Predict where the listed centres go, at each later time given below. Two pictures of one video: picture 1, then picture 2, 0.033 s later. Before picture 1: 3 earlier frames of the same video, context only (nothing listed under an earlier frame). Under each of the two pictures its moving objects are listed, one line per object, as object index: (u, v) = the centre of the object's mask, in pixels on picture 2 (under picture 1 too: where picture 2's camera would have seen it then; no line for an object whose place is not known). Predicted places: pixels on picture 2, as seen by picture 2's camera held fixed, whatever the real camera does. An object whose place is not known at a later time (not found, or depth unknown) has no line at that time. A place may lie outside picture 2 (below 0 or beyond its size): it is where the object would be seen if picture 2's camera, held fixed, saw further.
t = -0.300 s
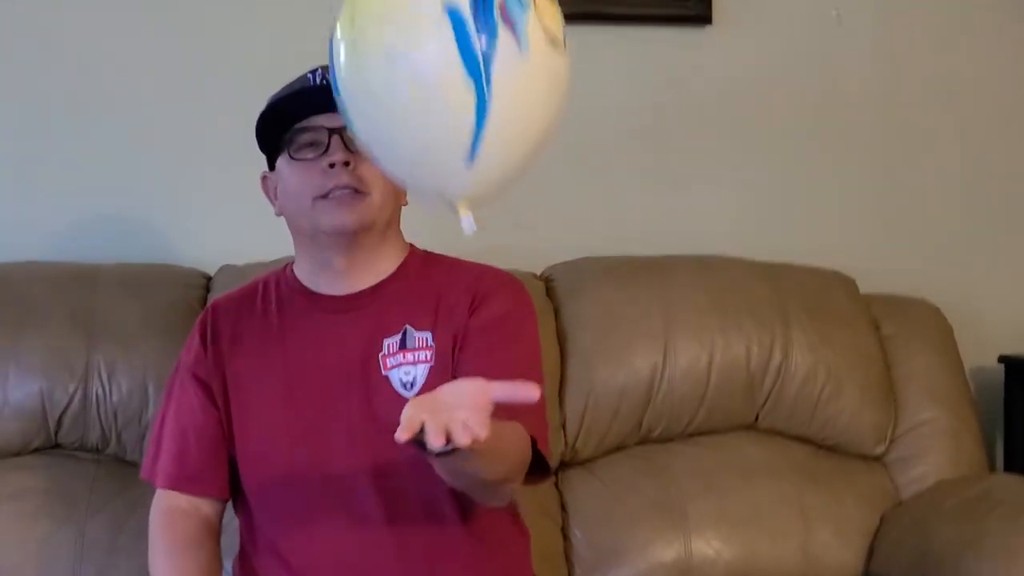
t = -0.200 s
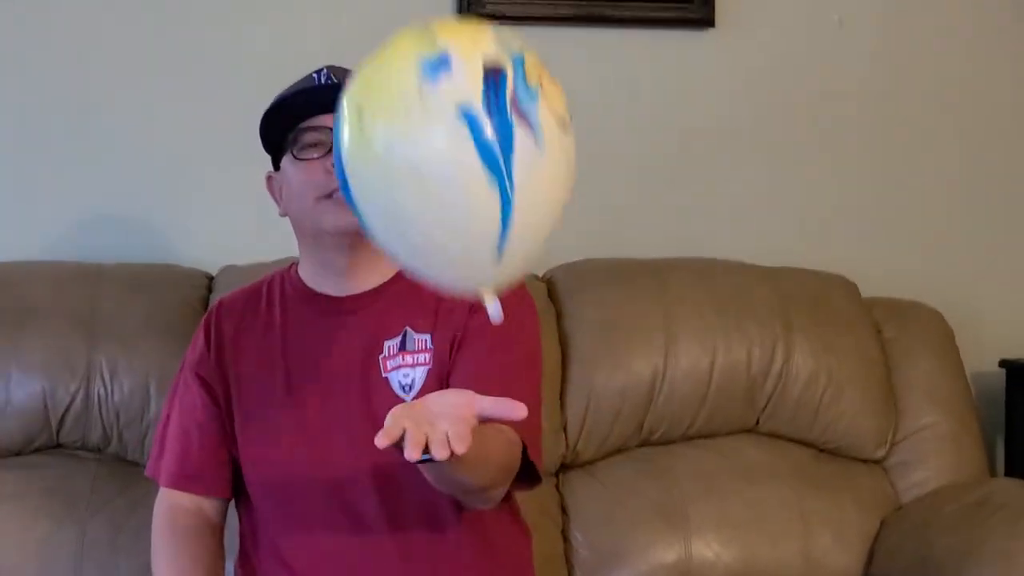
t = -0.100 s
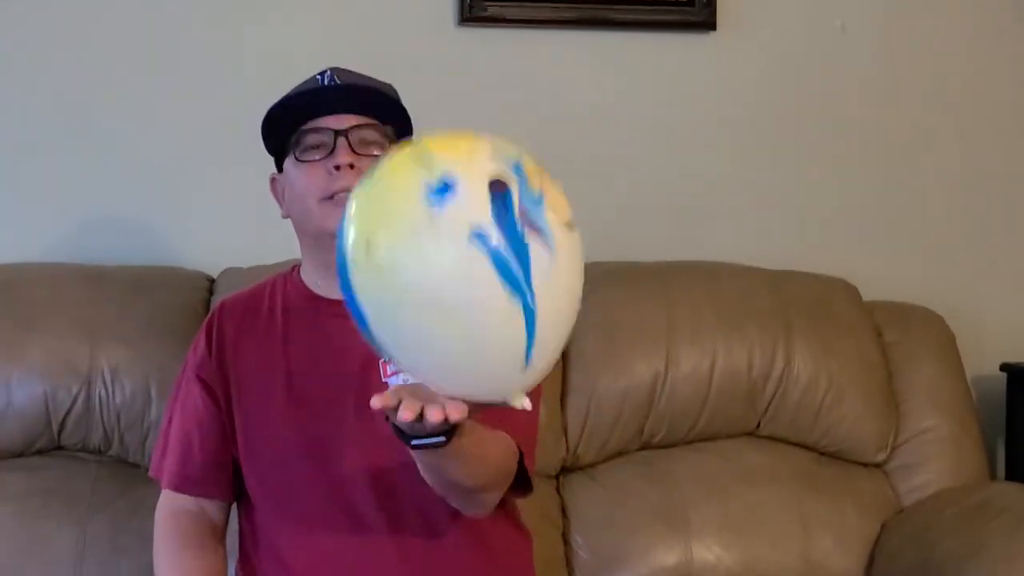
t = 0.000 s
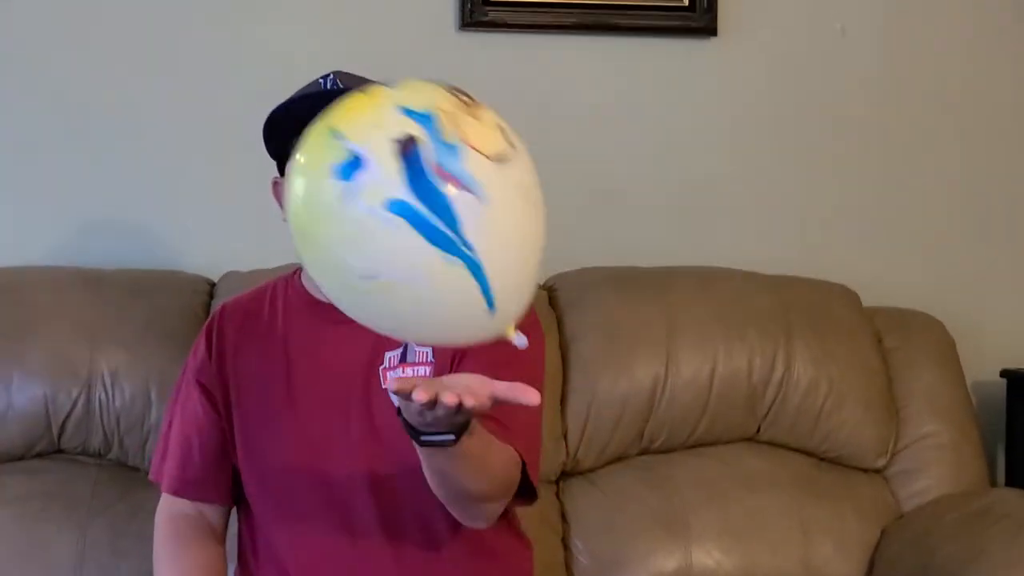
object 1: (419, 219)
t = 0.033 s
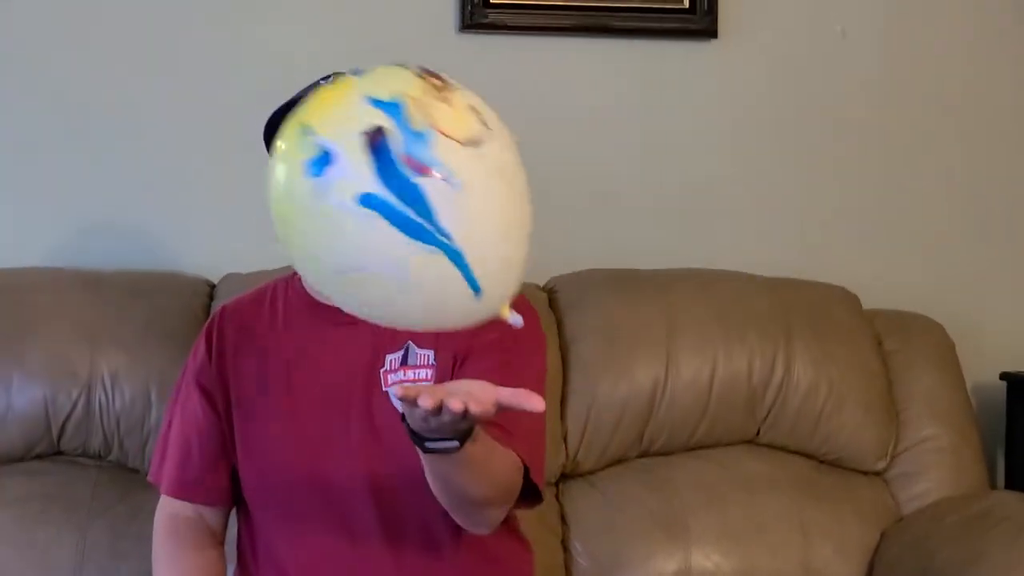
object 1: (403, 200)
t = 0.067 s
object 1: (386, 186)
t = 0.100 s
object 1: (371, 173)
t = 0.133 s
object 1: (354, 165)
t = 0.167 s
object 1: (337, 161)
